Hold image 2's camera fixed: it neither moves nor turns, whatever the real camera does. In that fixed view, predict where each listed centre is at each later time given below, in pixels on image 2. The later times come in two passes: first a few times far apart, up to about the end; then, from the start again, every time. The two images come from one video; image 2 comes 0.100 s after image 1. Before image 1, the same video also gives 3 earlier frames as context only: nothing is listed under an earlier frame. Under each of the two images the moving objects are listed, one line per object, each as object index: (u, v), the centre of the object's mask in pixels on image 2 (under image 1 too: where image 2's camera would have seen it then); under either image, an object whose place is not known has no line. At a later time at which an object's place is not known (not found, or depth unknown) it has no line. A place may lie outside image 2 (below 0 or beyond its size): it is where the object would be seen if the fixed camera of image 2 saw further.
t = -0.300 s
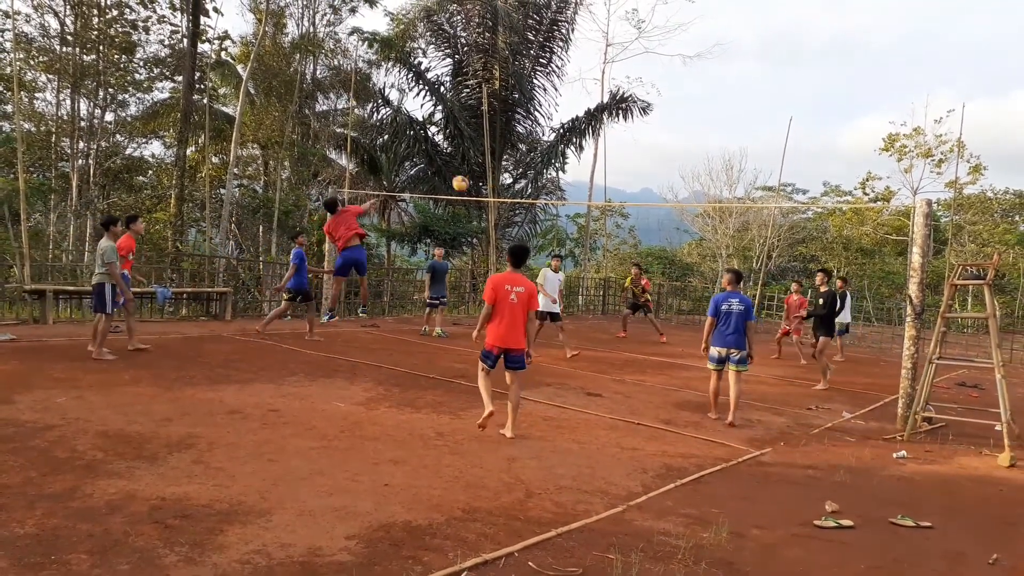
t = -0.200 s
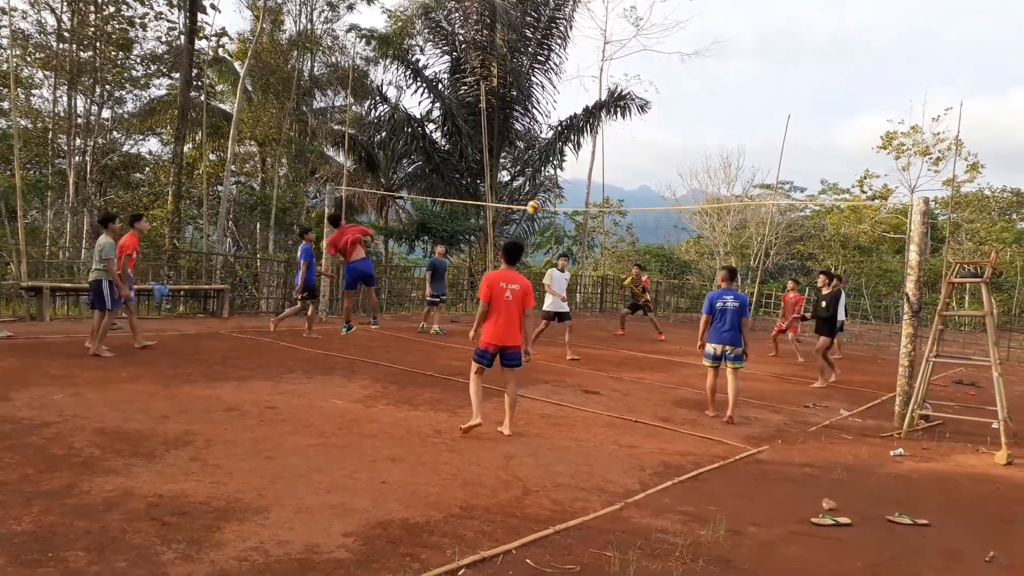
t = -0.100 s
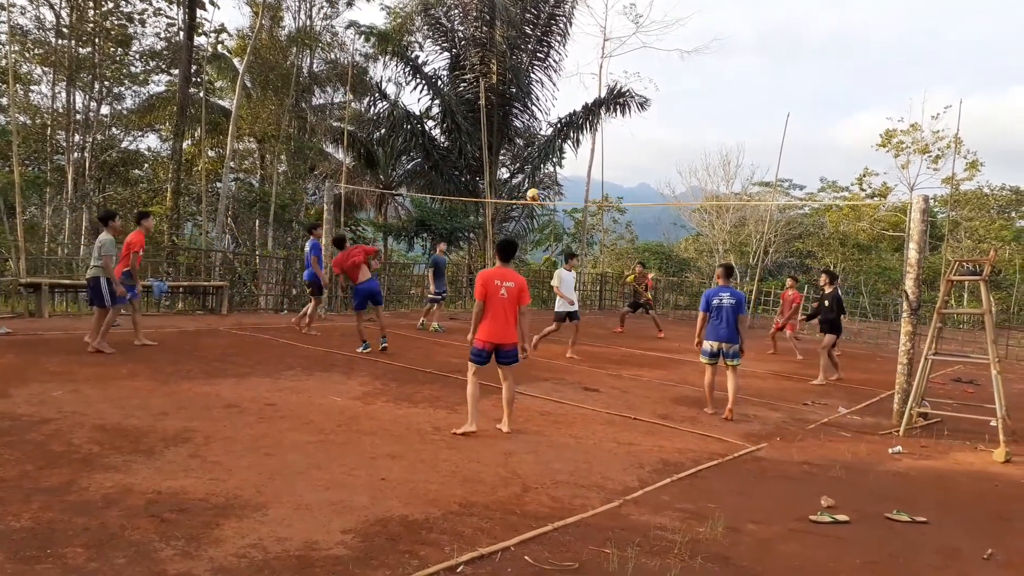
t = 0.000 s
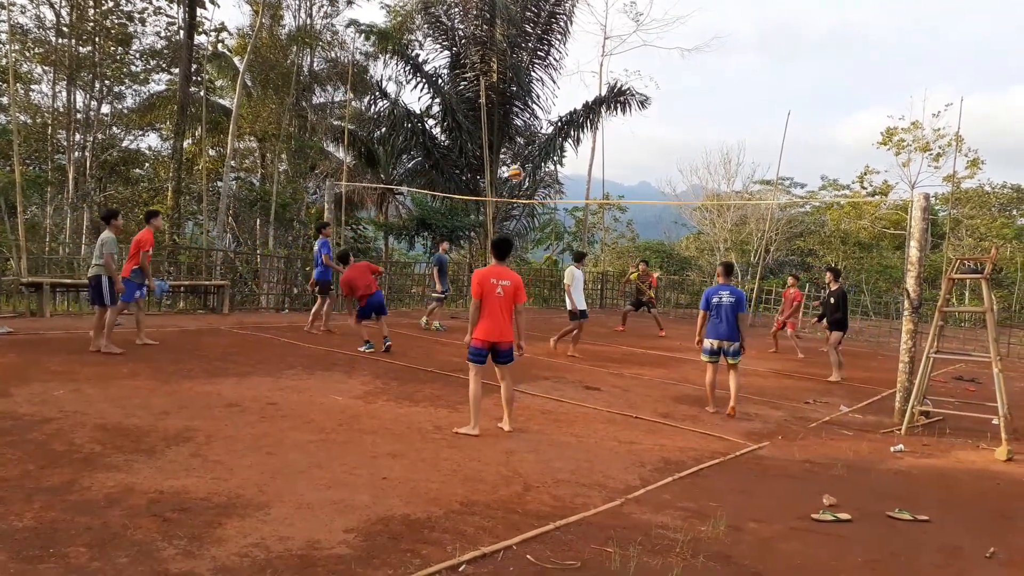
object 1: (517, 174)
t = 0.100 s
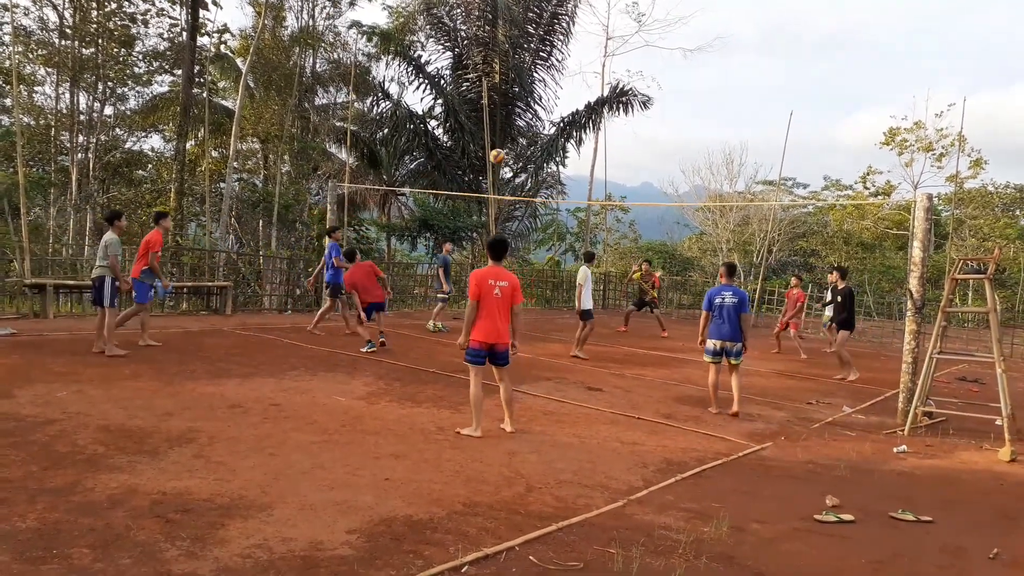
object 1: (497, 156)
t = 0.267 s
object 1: (460, 140)
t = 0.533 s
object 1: (385, 151)
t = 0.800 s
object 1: (289, 227)
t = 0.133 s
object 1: (490, 152)
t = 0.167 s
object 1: (483, 148)
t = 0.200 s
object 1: (476, 145)
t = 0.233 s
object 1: (468, 143)
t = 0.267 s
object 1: (460, 140)
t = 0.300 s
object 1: (452, 139)
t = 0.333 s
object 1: (444, 138)
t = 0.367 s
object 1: (436, 138)
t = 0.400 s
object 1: (426, 139)
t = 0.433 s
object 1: (417, 141)
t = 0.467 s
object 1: (407, 143)
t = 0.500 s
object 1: (397, 147)
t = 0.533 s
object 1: (385, 151)
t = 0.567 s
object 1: (374, 157)
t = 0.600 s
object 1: (364, 163)
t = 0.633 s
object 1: (352, 171)
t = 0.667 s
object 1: (340, 180)
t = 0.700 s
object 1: (328, 190)
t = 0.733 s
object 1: (316, 202)
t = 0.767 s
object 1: (302, 213)
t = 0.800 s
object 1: (289, 227)
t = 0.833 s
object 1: (274, 244)
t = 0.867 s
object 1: (259, 260)
